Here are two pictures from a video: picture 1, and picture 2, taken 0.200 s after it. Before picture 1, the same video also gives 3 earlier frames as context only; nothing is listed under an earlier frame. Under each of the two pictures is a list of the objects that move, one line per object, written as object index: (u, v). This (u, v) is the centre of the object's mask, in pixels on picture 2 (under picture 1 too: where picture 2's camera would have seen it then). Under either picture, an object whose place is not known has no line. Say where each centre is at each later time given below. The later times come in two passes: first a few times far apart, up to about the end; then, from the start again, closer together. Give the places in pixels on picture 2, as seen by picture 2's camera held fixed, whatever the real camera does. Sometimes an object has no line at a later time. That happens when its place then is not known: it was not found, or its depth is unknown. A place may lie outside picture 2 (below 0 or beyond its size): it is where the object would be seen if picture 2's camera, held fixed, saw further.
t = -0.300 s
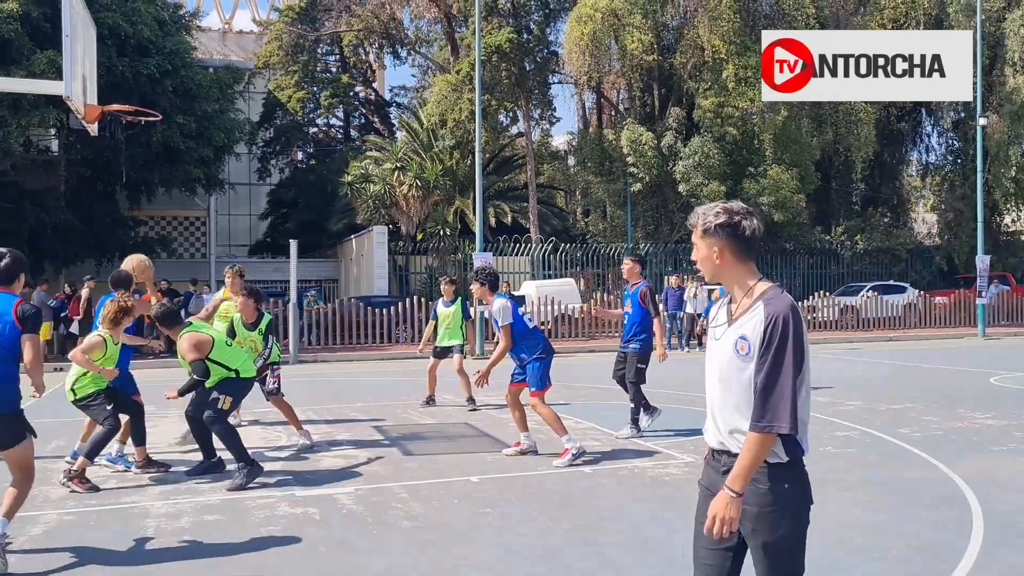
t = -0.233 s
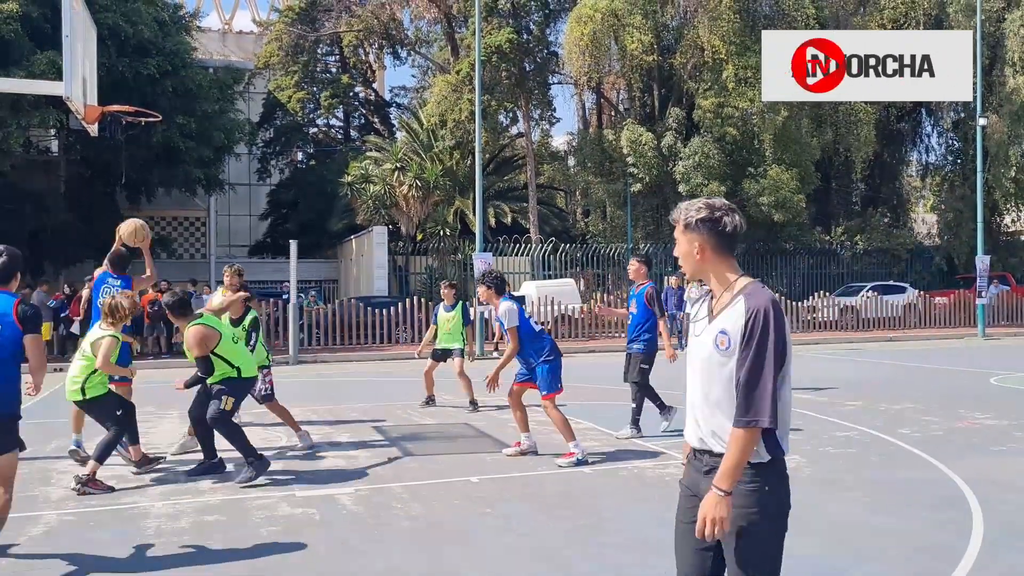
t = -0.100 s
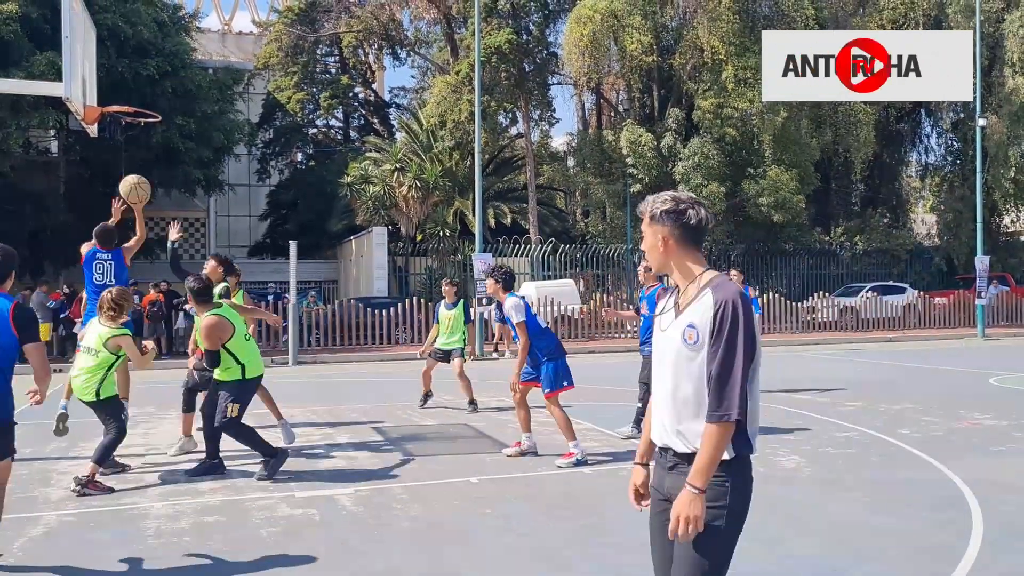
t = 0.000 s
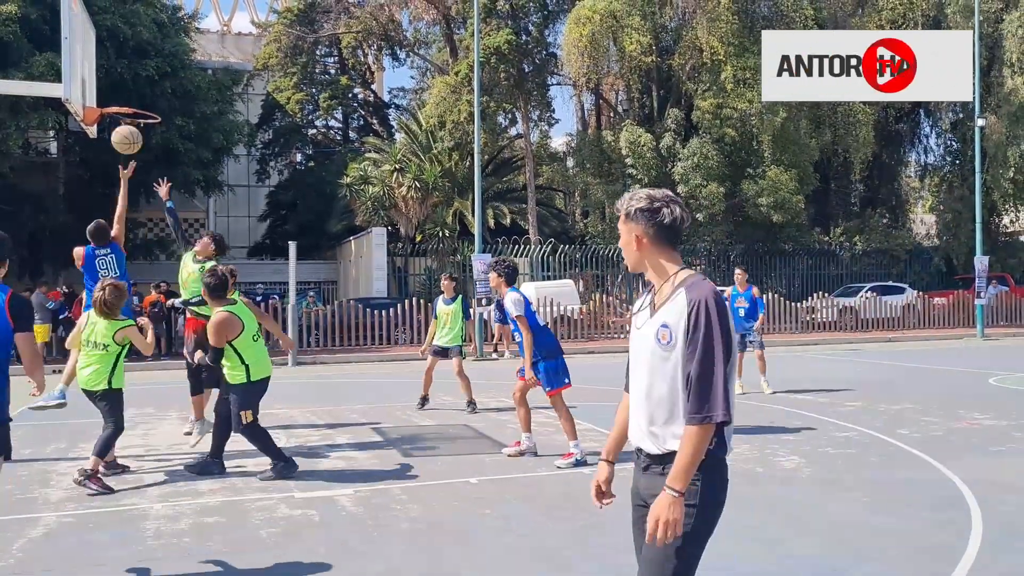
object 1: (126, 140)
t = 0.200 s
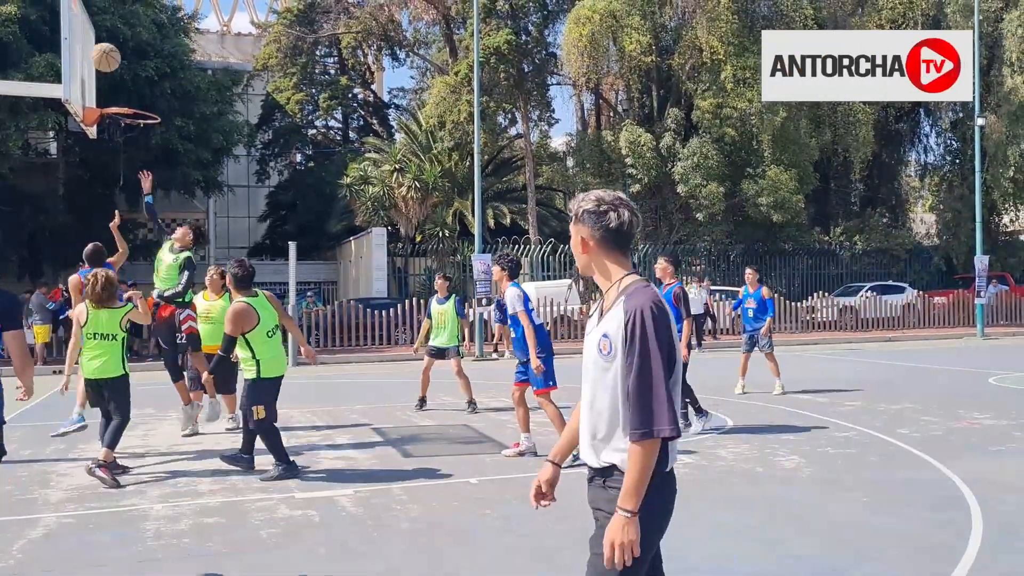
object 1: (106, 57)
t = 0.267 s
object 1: (99, 41)
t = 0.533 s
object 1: (115, 44)
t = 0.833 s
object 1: (140, 139)
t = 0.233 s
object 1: (102, 48)
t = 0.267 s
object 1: (99, 41)
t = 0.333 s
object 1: (97, 31)
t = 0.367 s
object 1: (100, 31)
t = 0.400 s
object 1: (103, 31)
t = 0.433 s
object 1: (106, 33)
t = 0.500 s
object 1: (112, 39)
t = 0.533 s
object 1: (115, 44)
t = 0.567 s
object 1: (117, 50)
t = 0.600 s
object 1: (120, 58)
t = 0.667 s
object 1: (125, 75)
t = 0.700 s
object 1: (128, 86)
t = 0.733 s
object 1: (131, 97)
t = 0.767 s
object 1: (134, 109)
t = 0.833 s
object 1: (140, 139)
